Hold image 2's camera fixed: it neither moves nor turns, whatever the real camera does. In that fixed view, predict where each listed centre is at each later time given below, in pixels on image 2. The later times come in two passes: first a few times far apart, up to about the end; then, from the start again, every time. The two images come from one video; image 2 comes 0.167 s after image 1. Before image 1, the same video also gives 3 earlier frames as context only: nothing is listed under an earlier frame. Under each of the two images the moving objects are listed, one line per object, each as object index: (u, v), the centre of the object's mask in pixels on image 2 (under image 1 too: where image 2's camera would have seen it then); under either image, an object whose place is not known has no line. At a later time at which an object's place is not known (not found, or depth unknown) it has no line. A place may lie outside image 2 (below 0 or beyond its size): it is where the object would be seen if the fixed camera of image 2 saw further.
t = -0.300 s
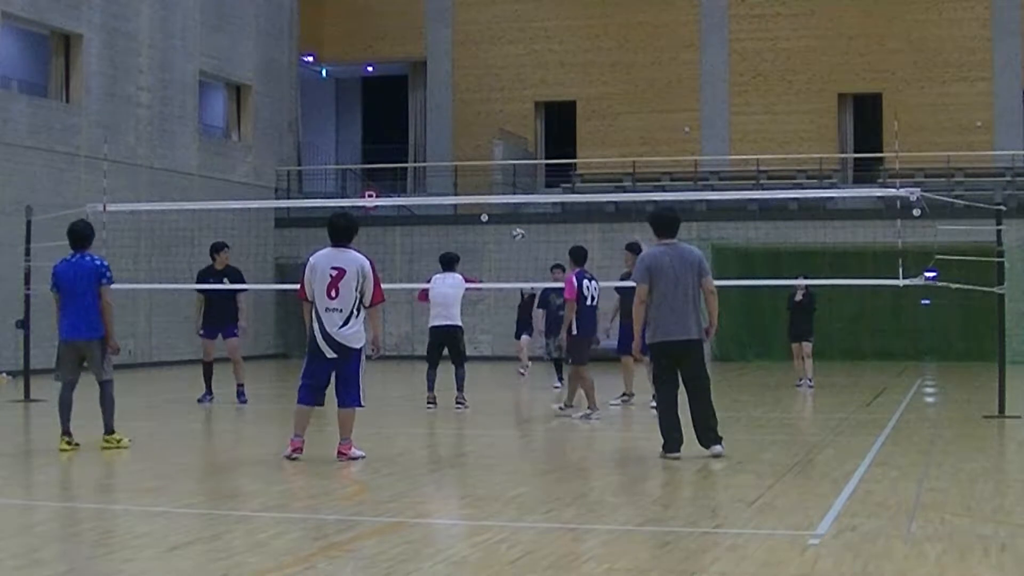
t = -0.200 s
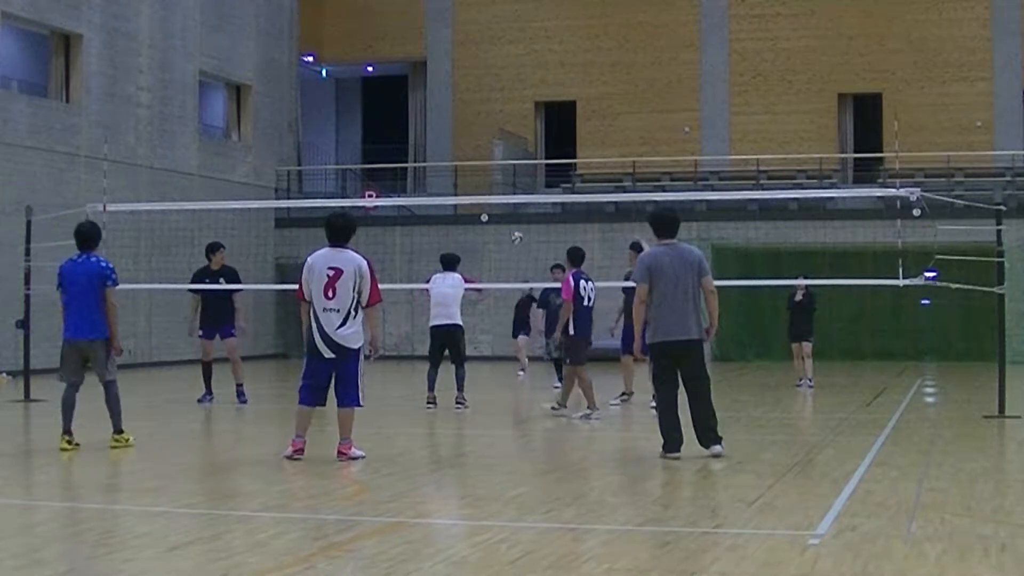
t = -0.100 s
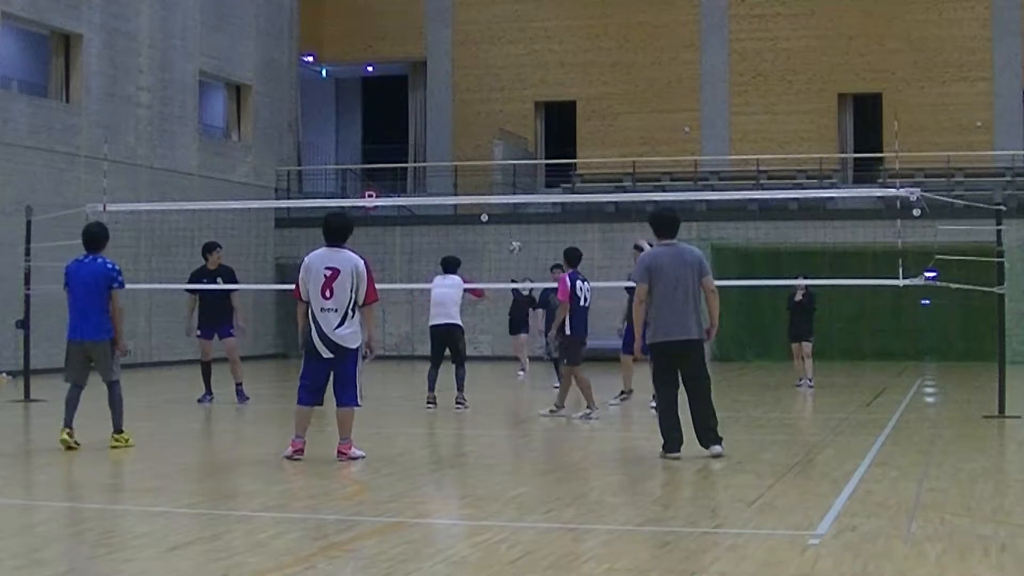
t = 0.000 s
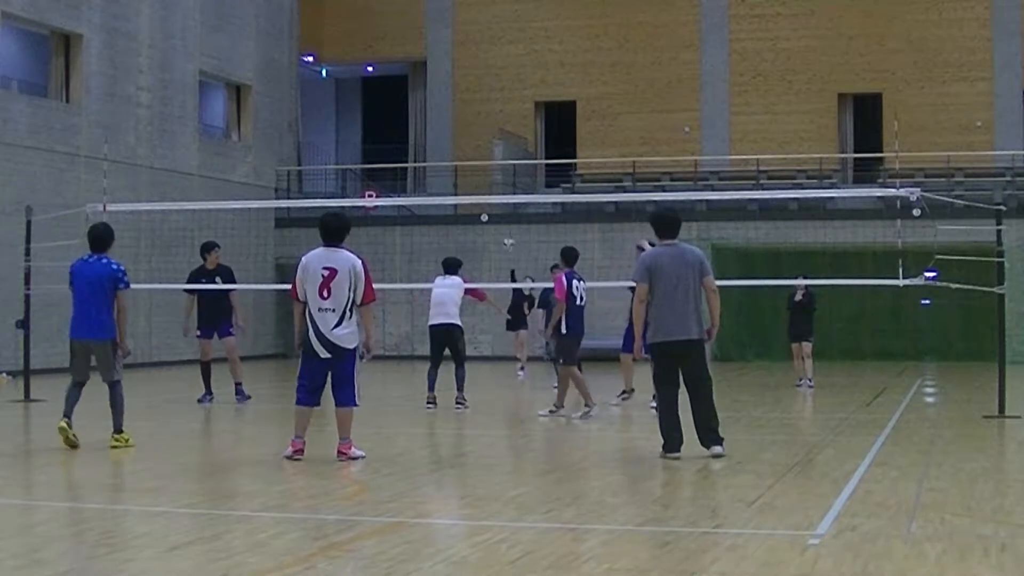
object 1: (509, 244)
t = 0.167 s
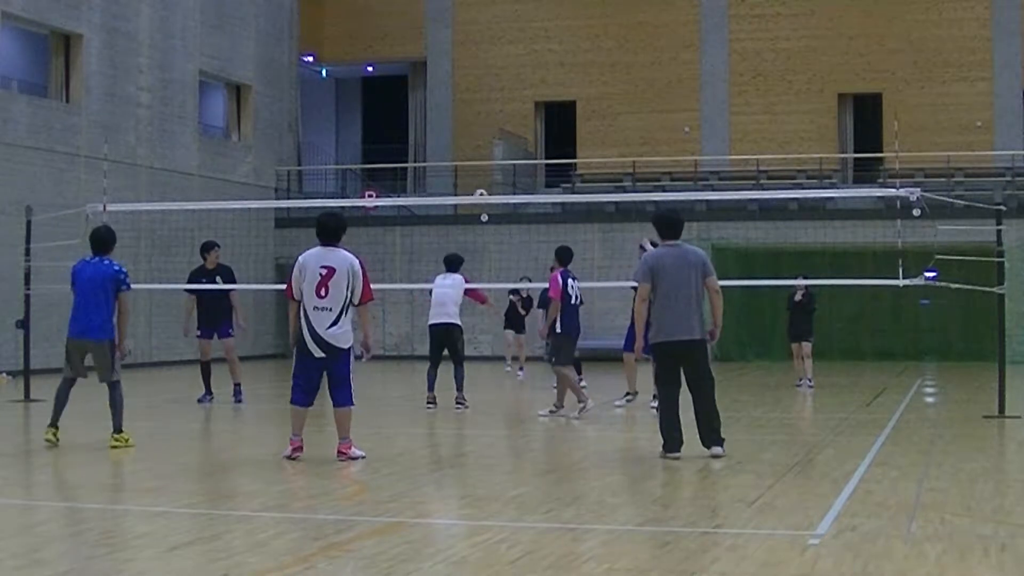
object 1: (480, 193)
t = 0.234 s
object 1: (469, 181)
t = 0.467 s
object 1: (421, 150)
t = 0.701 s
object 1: (356, 162)
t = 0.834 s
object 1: (314, 192)
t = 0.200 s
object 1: (475, 188)
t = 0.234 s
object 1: (469, 181)
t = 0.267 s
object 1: (463, 173)
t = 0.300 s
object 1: (457, 168)
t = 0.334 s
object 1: (451, 162)
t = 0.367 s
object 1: (445, 159)
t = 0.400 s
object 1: (436, 154)
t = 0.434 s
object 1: (429, 152)
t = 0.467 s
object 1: (421, 150)
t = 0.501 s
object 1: (412, 149)
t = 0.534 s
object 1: (403, 149)
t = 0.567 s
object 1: (394, 150)
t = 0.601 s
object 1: (385, 151)
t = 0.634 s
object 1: (375, 154)
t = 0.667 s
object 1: (366, 157)
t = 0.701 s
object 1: (356, 162)
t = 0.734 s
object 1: (347, 168)
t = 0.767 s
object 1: (336, 175)
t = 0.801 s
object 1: (325, 183)
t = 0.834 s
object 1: (314, 192)
